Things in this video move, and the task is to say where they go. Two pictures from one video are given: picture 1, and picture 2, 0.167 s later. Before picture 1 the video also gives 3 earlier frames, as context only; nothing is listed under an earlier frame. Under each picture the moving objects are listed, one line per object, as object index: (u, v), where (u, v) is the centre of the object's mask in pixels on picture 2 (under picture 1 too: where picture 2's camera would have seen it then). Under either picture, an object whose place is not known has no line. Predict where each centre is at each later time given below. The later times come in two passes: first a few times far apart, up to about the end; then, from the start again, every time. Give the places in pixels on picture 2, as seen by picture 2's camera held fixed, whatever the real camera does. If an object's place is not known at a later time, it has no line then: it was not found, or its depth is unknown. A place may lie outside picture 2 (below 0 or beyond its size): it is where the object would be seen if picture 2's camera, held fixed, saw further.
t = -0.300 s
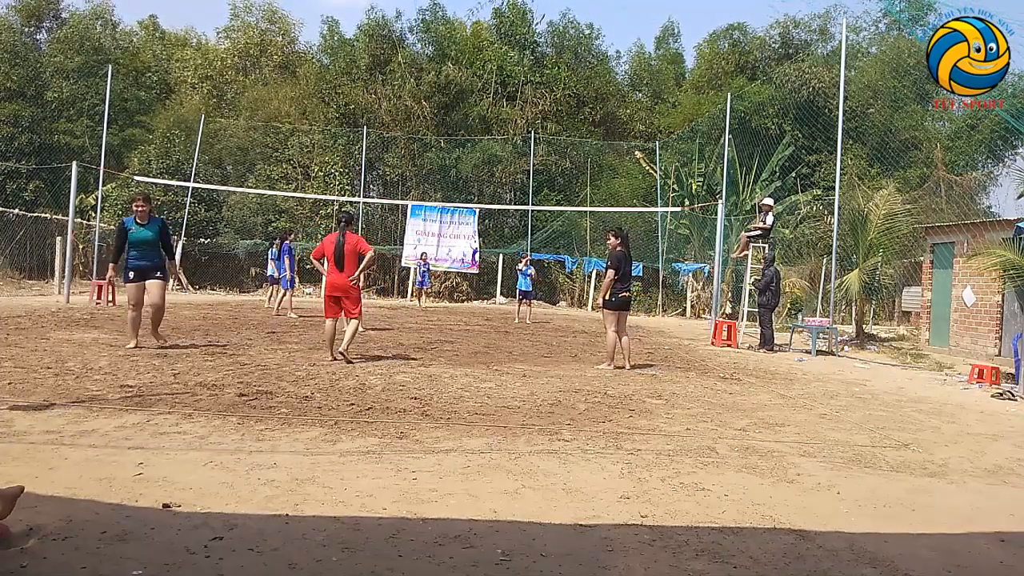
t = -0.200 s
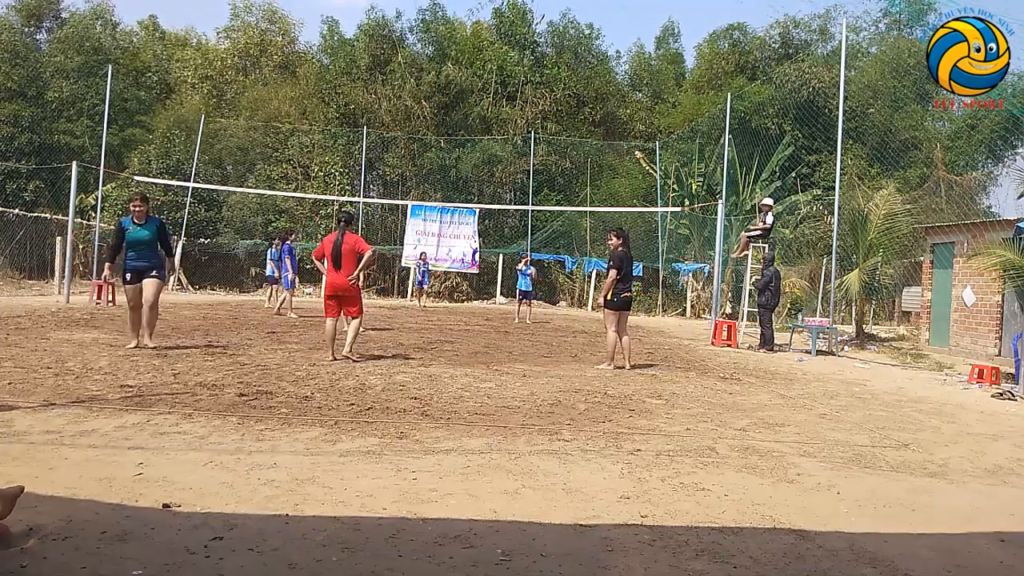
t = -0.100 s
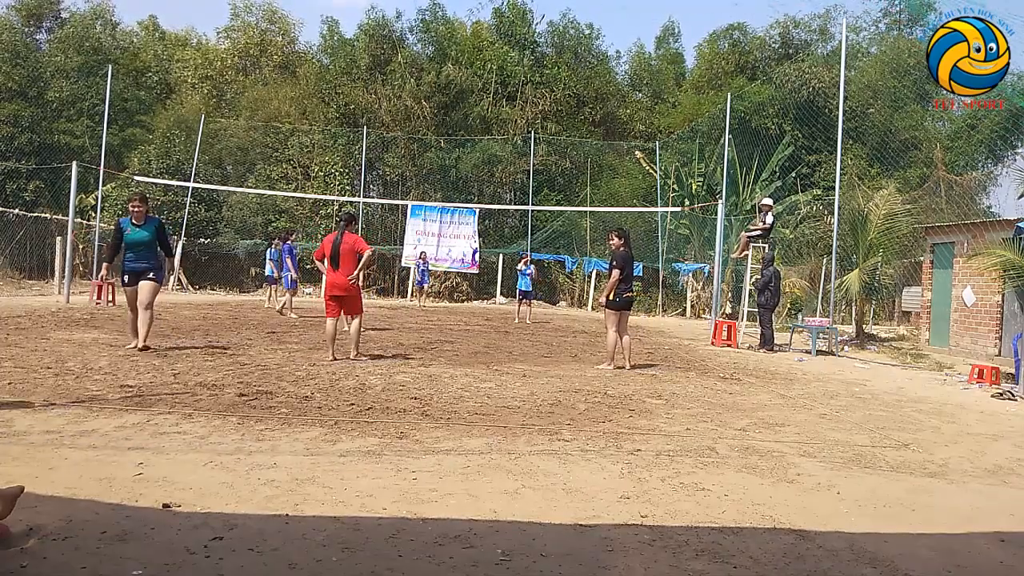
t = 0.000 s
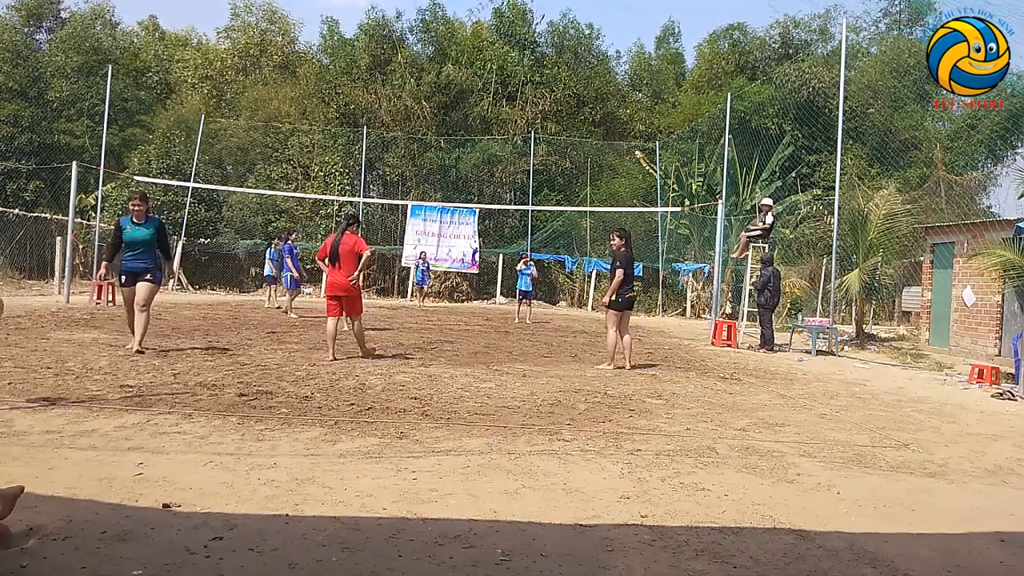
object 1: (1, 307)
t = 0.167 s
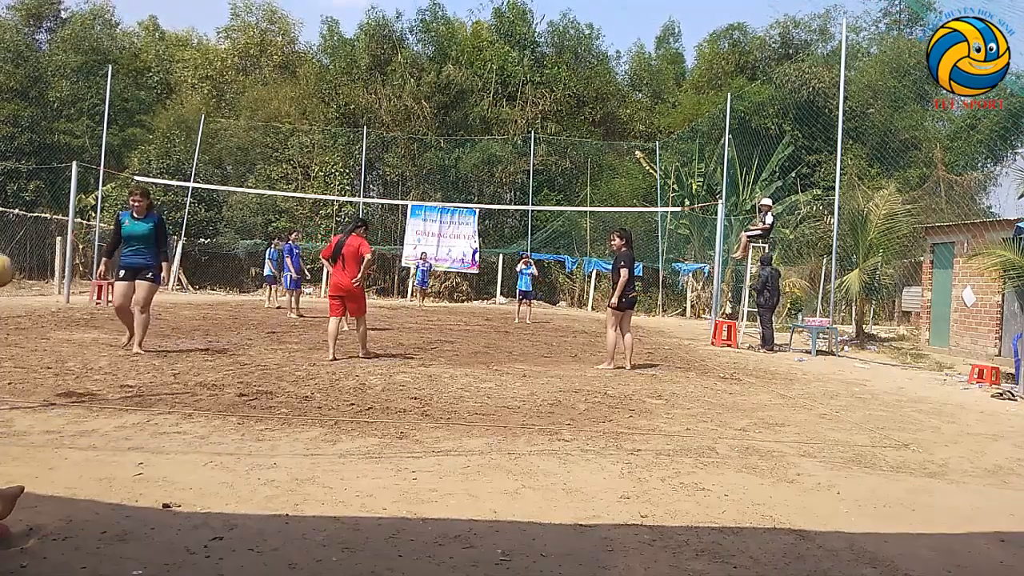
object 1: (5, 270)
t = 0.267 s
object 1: (8, 270)
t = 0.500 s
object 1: (12, 333)
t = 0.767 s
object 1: (28, 322)
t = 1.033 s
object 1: (48, 330)
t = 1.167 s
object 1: (54, 362)
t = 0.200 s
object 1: (6, 268)
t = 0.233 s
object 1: (7, 268)
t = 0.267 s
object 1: (8, 270)
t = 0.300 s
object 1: (9, 274)
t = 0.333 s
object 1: (10, 280)
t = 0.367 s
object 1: (11, 287)
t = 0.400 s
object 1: (11, 296)
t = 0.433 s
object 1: (11, 306)
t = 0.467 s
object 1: (12, 319)
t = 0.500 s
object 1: (12, 333)
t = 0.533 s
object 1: (13, 348)
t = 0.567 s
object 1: (13, 365)
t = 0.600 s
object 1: (14, 373)
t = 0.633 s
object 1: (16, 359)
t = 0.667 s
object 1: (19, 347)
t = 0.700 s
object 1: (22, 336)
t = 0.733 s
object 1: (25, 328)
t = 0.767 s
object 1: (28, 322)
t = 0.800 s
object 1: (31, 317)
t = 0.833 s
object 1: (35, 314)
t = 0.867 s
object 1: (37, 313)
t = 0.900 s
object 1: (39, 313)
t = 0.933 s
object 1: (41, 315)
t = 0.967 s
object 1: (44, 318)
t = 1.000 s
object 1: (46, 323)
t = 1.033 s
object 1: (48, 330)
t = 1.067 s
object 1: (49, 337)
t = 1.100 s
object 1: (51, 346)
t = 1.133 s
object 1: (53, 357)
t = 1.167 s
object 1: (54, 362)
